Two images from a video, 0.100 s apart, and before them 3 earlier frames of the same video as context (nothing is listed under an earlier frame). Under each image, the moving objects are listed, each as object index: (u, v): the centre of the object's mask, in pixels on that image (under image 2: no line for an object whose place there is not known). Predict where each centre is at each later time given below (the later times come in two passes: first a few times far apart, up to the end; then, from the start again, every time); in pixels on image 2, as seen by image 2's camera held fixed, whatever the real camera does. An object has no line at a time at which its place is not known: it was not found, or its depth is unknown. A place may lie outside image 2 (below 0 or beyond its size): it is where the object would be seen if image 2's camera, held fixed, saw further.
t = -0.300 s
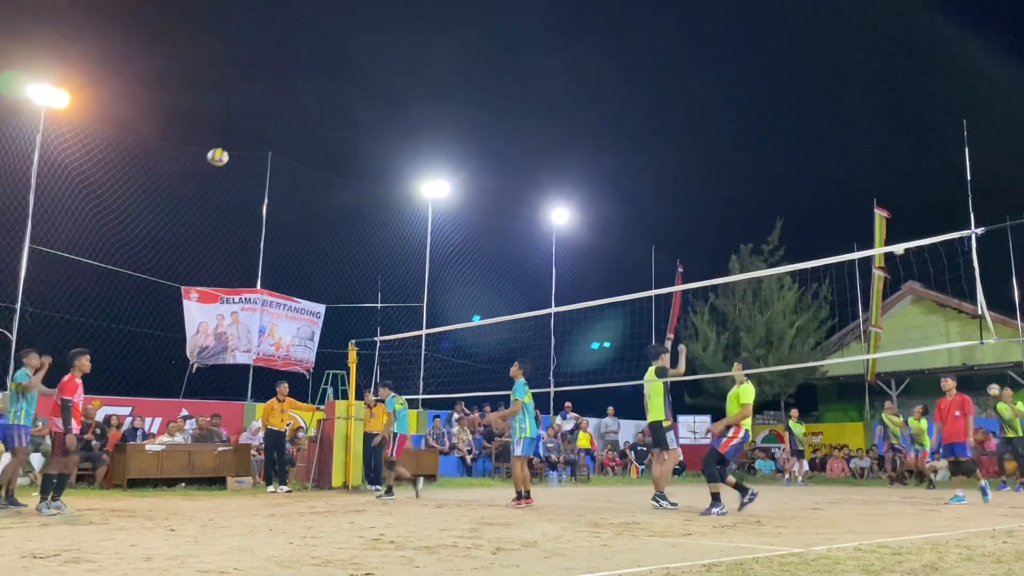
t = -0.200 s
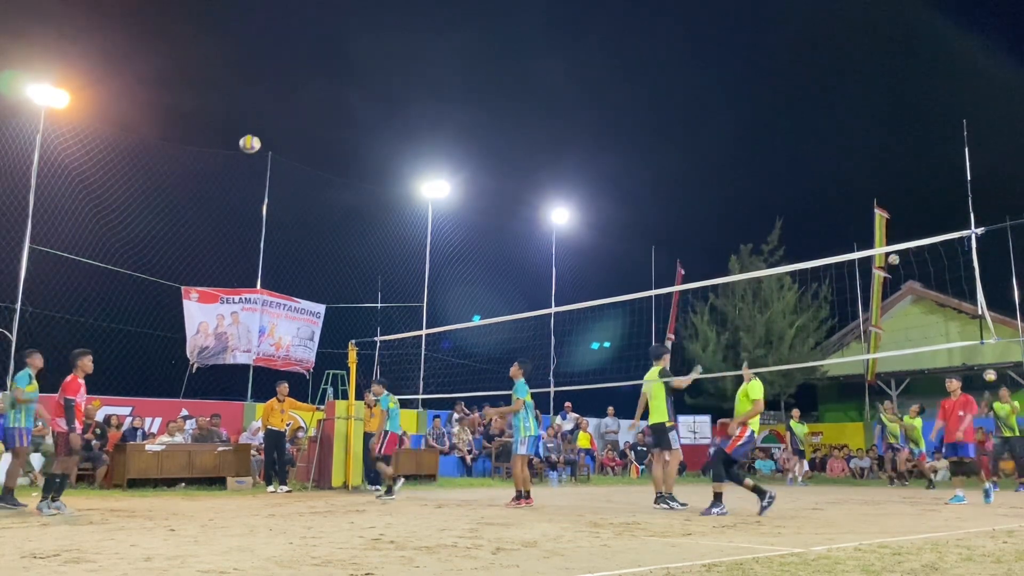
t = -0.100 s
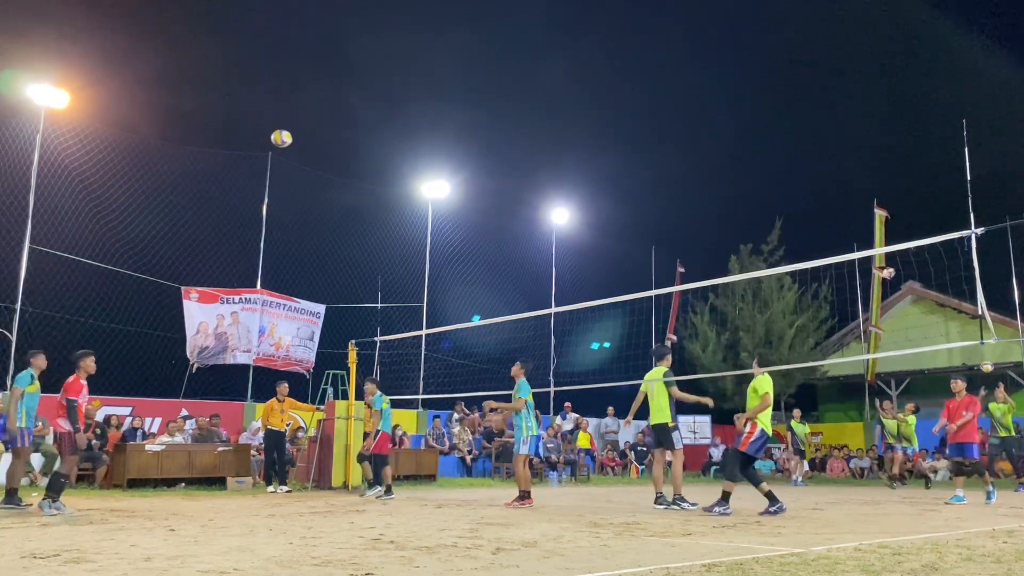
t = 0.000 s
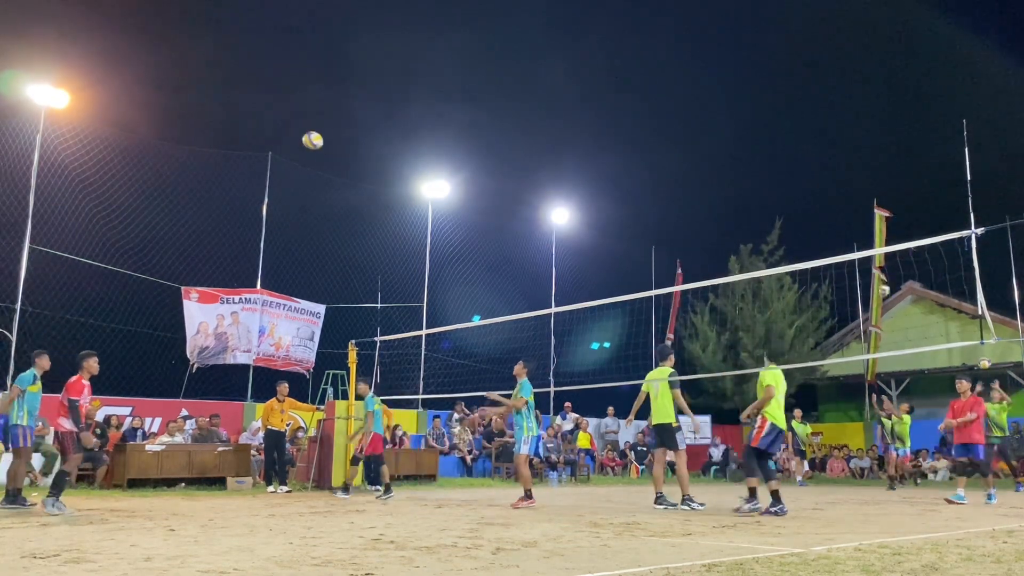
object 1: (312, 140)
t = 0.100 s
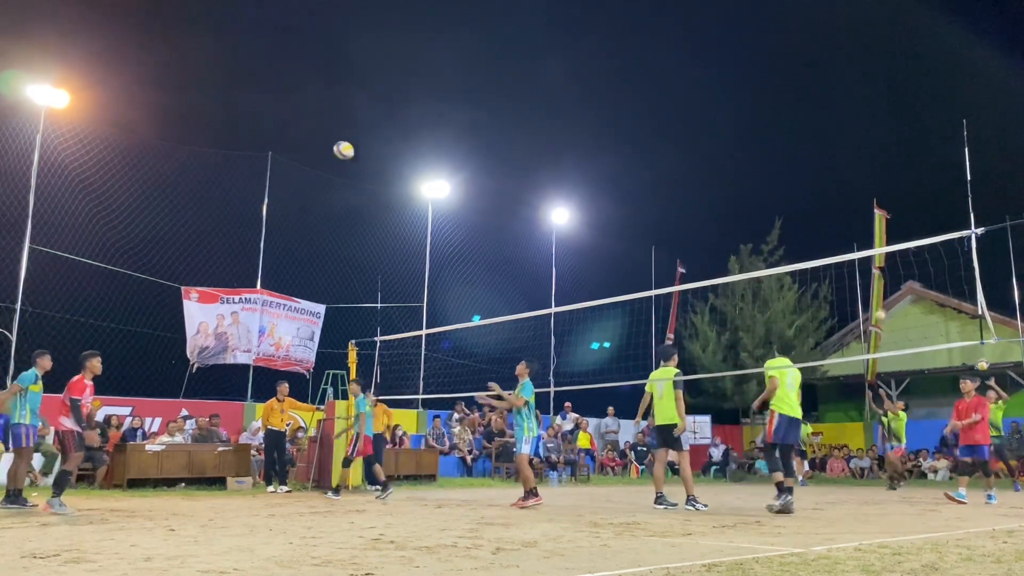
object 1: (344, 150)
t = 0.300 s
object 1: (404, 193)
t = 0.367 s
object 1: (425, 214)
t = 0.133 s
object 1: (354, 155)
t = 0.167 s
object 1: (364, 161)
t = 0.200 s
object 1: (374, 168)
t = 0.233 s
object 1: (384, 176)
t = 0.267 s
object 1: (394, 184)
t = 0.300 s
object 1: (404, 193)
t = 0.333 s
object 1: (415, 204)
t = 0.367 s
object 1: (425, 214)
